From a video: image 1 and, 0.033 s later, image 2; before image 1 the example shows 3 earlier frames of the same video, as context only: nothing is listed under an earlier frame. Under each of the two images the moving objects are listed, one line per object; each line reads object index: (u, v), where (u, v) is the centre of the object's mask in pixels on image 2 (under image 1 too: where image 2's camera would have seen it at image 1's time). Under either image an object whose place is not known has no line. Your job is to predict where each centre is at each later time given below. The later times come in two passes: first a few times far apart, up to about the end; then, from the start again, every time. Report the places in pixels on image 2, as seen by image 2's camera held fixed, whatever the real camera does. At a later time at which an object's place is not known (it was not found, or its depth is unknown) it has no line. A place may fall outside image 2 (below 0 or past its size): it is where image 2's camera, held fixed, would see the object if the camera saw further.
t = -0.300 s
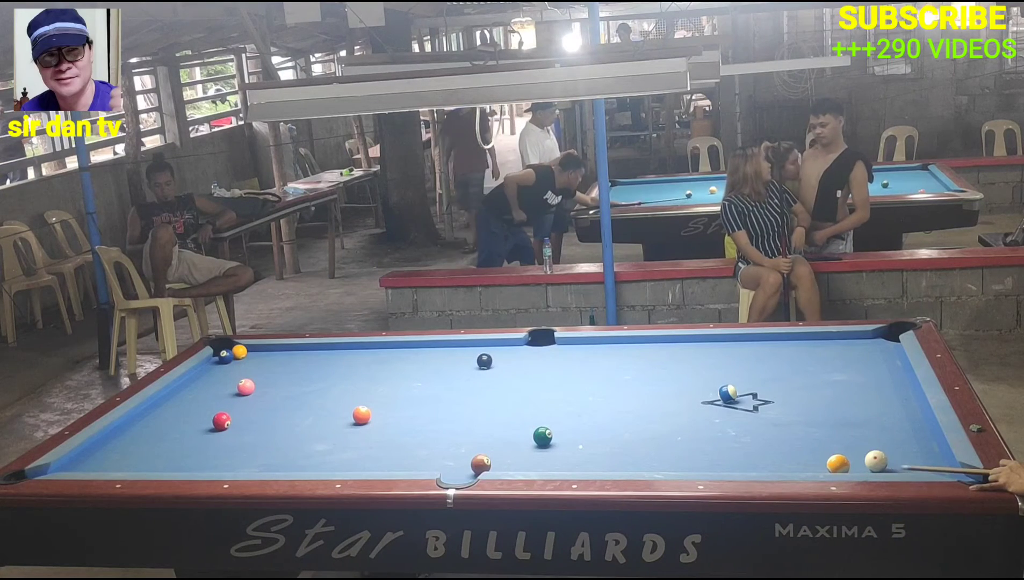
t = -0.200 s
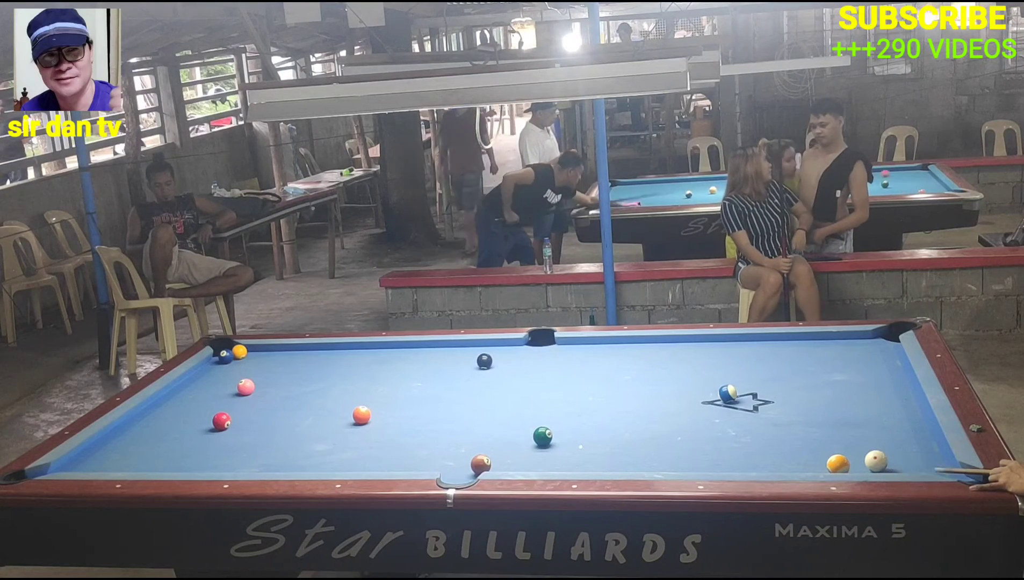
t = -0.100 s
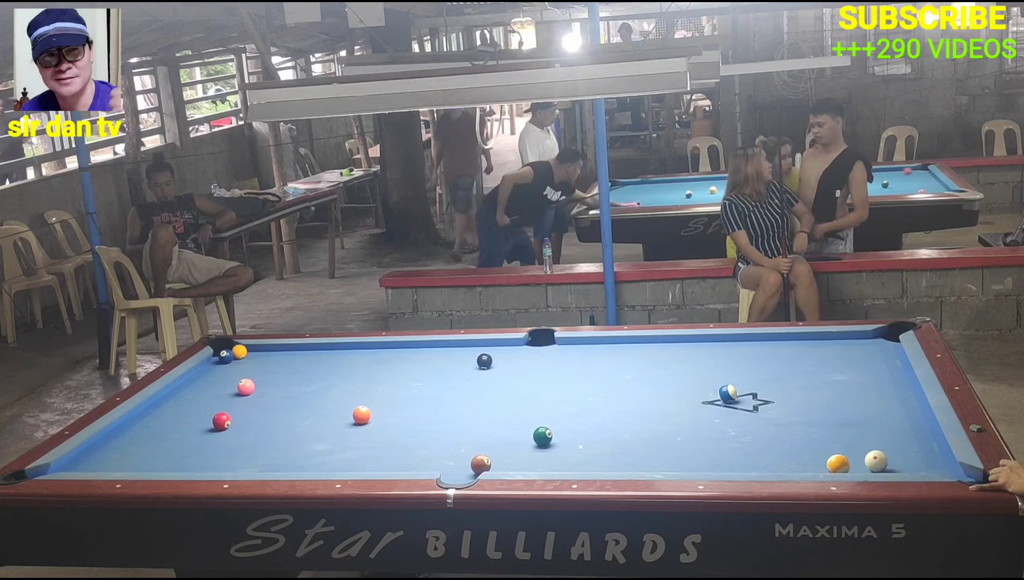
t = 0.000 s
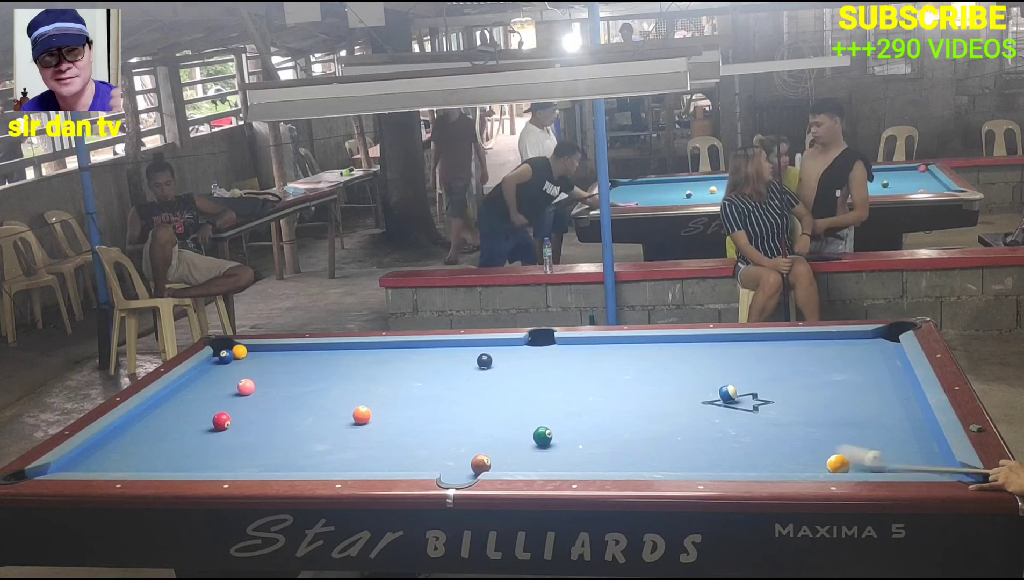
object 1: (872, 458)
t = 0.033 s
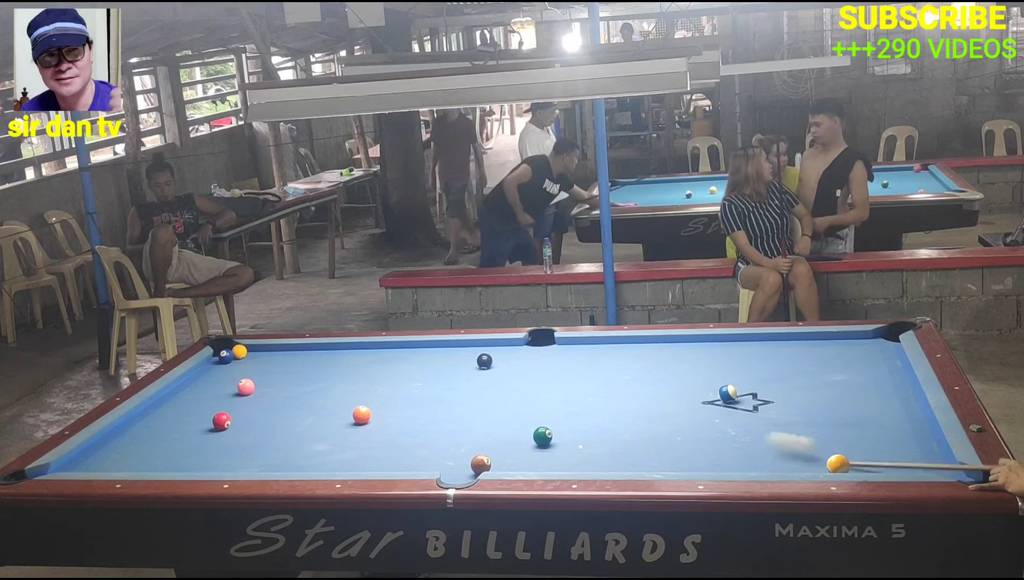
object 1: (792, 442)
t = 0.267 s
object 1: (434, 384)
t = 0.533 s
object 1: (238, 357)
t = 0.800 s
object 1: (215, 367)
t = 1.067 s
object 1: (194, 377)
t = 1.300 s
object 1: (174, 386)
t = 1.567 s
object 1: (159, 398)
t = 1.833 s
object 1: (148, 408)
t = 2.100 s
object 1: (136, 419)
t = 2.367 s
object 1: (124, 430)
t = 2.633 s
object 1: (113, 440)
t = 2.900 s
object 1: (103, 450)
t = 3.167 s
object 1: (94, 460)
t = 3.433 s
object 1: (85, 467)
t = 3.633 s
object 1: (86, 467)
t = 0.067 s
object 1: (726, 434)
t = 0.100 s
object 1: (665, 423)
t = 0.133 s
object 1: (612, 413)
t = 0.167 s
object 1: (561, 404)
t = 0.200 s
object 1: (516, 397)
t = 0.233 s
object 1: (474, 389)
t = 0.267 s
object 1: (434, 384)
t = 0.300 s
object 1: (397, 378)
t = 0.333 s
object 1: (363, 373)
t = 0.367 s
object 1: (331, 367)
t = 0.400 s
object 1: (301, 362)
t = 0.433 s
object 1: (273, 358)
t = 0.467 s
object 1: (249, 354)
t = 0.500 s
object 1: (242, 355)
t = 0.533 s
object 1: (238, 357)
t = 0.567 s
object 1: (235, 358)
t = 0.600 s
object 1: (233, 360)
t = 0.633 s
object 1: (230, 361)
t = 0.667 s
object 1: (227, 362)
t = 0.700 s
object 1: (224, 363)
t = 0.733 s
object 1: (221, 364)
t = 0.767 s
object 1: (218, 366)
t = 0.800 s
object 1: (215, 367)
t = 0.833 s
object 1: (213, 368)
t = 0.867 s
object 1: (210, 370)
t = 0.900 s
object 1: (207, 371)
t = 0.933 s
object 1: (205, 372)
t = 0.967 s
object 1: (202, 373)
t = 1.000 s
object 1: (199, 375)
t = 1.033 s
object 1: (196, 376)
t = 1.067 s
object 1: (194, 377)
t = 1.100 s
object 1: (191, 379)
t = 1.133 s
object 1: (188, 380)
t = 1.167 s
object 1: (185, 381)
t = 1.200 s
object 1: (182, 383)
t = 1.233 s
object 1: (180, 384)
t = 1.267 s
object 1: (177, 385)
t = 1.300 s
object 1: (174, 386)
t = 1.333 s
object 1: (171, 388)
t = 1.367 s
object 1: (169, 389)
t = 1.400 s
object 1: (167, 390)
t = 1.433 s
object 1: (166, 392)
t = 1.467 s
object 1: (164, 393)
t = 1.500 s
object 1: (163, 395)
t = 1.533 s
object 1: (161, 396)
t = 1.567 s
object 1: (159, 398)
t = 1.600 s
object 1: (158, 399)
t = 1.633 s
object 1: (157, 400)
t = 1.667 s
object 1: (155, 402)
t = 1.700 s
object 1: (153, 403)
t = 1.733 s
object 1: (152, 404)
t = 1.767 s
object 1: (151, 405)
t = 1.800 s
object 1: (149, 407)
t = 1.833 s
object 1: (148, 408)
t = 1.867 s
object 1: (146, 409)
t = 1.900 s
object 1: (144, 411)
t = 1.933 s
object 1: (143, 412)
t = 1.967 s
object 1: (142, 414)
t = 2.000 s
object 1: (140, 415)
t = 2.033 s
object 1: (139, 416)
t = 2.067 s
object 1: (137, 418)
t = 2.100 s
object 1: (136, 419)
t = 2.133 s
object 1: (134, 420)
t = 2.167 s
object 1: (133, 422)
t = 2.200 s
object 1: (132, 423)
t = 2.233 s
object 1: (130, 425)
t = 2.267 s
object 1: (129, 426)
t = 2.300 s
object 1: (127, 427)
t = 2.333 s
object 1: (126, 429)
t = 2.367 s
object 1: (124, 430)
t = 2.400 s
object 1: (123, 431)
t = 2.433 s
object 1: (122, 432)
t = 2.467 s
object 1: (120, 434)
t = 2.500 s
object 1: (118, 435)
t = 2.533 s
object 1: (117, 436)
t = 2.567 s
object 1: (116, 438)
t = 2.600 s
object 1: (115, 439)
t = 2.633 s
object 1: (113, 440)
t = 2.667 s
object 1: (112, 442)
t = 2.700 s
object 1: (110, 443)
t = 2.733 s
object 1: (109, 444)
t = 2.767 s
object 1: (108, 445)
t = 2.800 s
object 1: (107, 447)
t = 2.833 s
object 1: (105, 448)
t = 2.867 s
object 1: (104, 449)
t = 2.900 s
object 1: (103, 450)
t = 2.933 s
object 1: (102, 452)
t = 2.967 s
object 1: (101, 453)
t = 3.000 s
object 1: (100, 454)
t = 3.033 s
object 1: (98, 455)
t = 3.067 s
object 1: (97, 457)
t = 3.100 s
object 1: (96, 458)
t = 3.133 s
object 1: (95, 459)
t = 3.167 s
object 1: (94, 460)
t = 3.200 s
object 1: (93, 461)
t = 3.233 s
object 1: (92, 462)
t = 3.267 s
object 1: (91, 463)
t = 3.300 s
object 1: (90, 464)
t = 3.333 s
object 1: (88, 464)
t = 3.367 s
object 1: (87, 465)
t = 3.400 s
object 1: (86, 466)
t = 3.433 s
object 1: (85, 467)
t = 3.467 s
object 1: (84, 467)
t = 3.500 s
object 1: (82, 468)
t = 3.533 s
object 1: (82, 468)
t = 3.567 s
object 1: (83, 468)
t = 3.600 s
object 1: (84, 467)
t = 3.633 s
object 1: (86, 467)
